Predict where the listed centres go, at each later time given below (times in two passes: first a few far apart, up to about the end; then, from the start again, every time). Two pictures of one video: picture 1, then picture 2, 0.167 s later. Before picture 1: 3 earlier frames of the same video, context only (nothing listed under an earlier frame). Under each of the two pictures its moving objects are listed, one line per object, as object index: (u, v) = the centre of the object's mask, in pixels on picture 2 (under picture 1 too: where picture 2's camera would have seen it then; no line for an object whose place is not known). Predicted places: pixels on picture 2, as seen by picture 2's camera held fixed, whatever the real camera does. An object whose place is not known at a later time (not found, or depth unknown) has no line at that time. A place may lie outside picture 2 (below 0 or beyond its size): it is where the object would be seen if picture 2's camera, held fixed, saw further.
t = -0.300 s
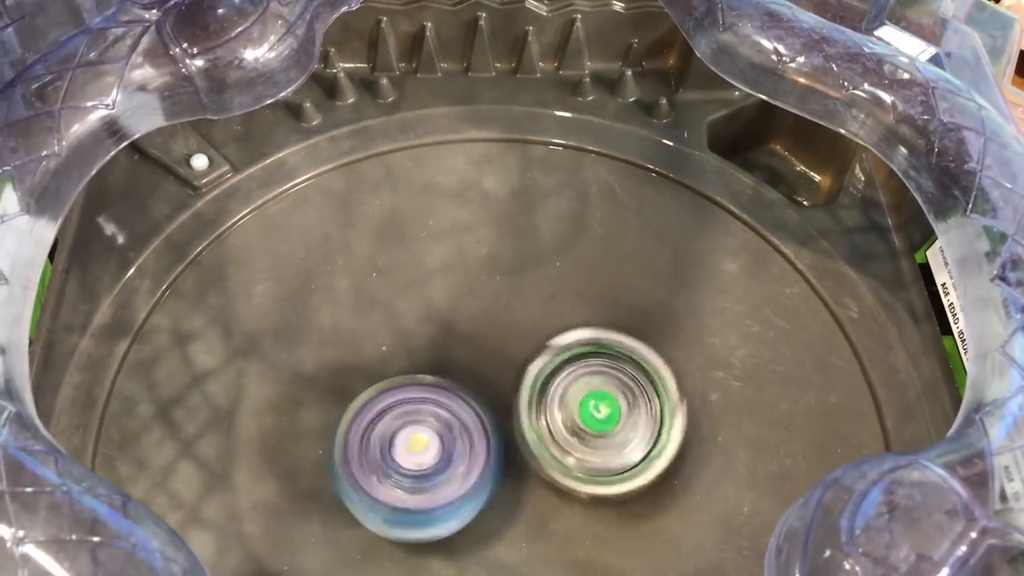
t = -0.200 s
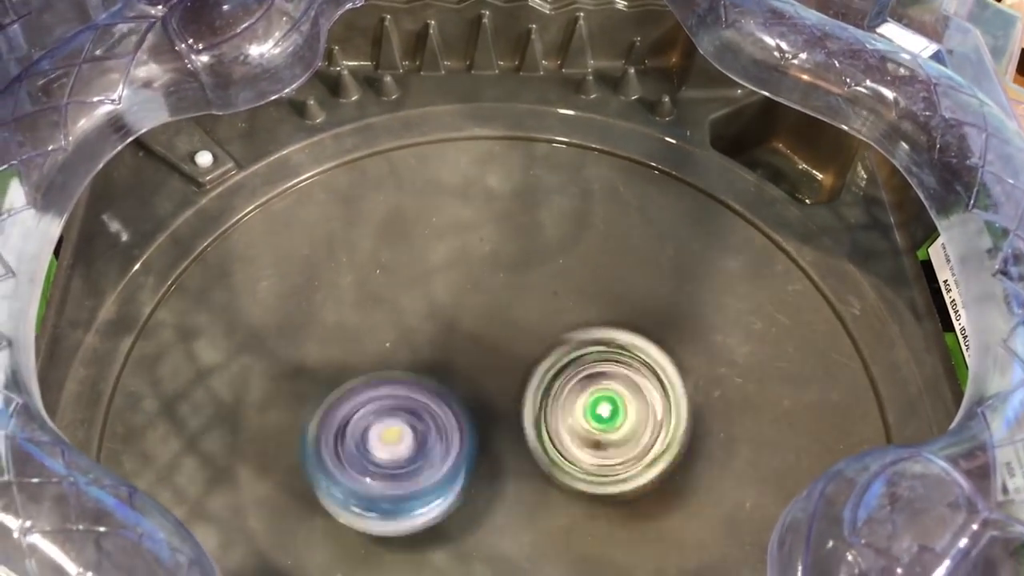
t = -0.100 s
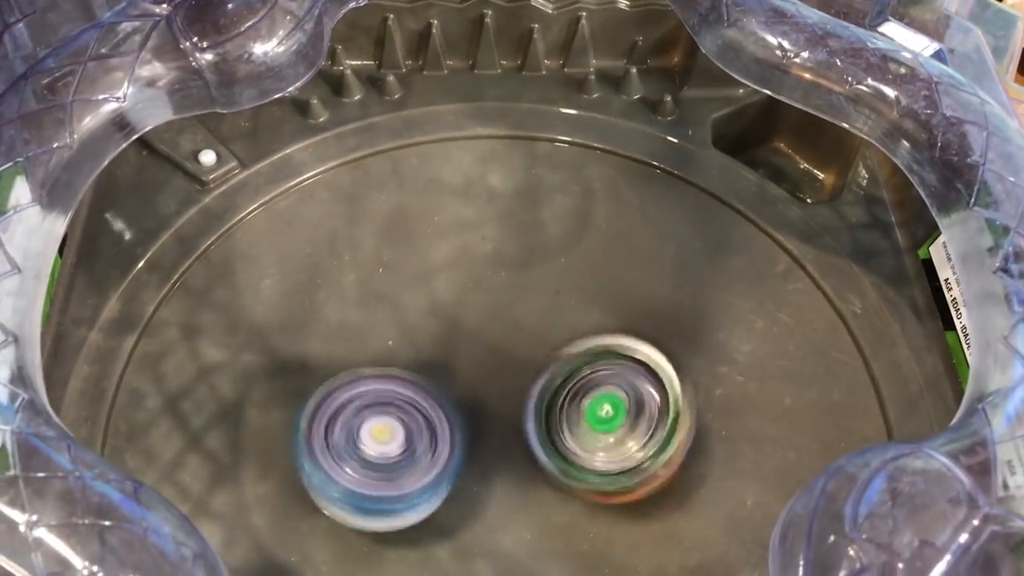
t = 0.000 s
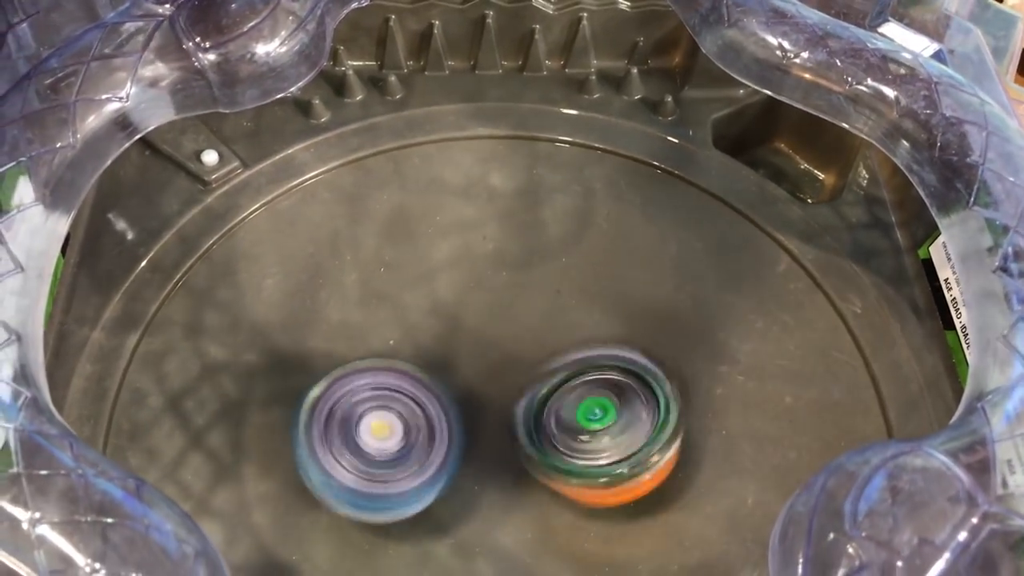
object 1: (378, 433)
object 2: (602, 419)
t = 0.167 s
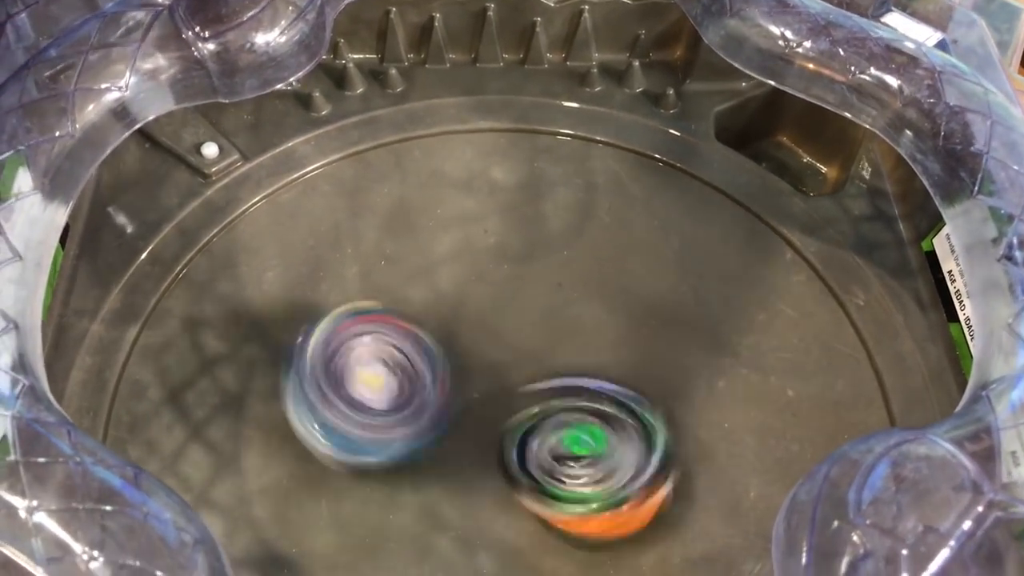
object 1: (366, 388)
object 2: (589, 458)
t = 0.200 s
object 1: (348, 364)
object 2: (604, 470)
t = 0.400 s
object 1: (373, 337)
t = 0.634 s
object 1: (450, 326)
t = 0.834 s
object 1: (455, 340)
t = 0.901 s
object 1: (453, 345)
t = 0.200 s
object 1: (348, 364)
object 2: (604, 470)
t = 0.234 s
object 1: (344, 349)
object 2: (613, 483)
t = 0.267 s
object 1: (349, 340)
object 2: (608, 489)
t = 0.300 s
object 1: (357, 337)
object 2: (599, 490)
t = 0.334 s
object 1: (362, 337)
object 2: (590, 482)
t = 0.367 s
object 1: (369, 338)
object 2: (585, 474)
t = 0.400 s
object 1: (373, 337)
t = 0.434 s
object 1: (381, 337)
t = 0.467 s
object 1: (389, 338)
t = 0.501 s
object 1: (404, 339)
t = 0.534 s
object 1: (421, 346)
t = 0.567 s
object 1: (440, 348)
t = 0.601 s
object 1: (453, 331)
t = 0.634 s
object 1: (450, 326)
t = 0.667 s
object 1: (452, 318)
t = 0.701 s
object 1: (458, 318)
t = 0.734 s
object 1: (463, 323)
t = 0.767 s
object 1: (460, 333)
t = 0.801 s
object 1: (455, 338)
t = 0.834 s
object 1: (455, 340)
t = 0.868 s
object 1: (456, 343)
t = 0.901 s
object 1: (453, 345)
